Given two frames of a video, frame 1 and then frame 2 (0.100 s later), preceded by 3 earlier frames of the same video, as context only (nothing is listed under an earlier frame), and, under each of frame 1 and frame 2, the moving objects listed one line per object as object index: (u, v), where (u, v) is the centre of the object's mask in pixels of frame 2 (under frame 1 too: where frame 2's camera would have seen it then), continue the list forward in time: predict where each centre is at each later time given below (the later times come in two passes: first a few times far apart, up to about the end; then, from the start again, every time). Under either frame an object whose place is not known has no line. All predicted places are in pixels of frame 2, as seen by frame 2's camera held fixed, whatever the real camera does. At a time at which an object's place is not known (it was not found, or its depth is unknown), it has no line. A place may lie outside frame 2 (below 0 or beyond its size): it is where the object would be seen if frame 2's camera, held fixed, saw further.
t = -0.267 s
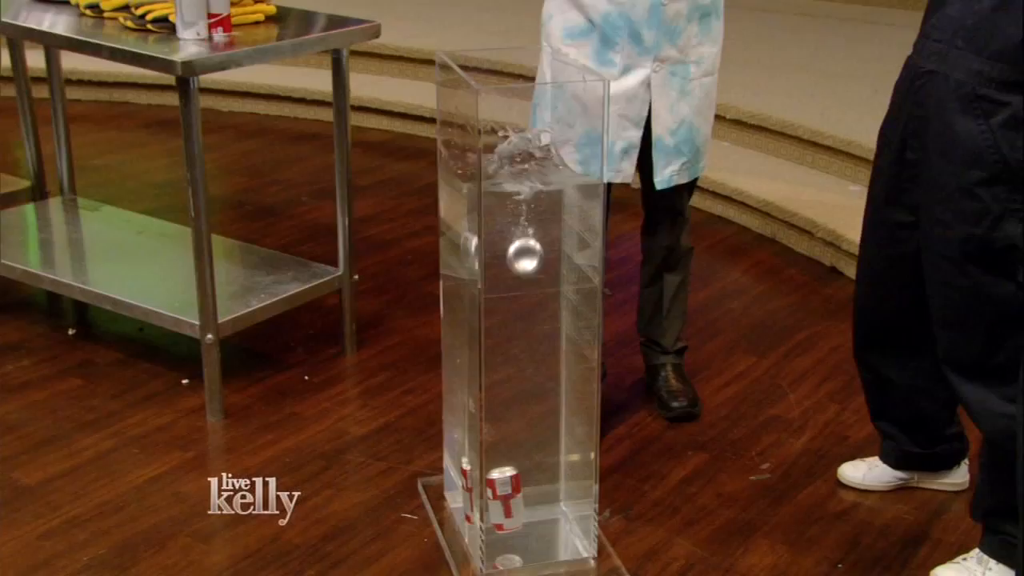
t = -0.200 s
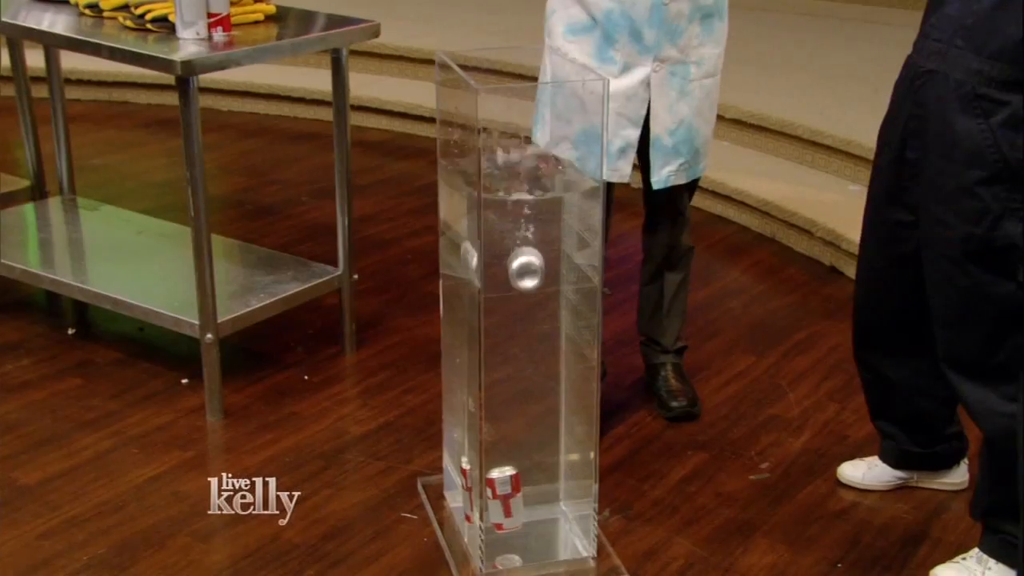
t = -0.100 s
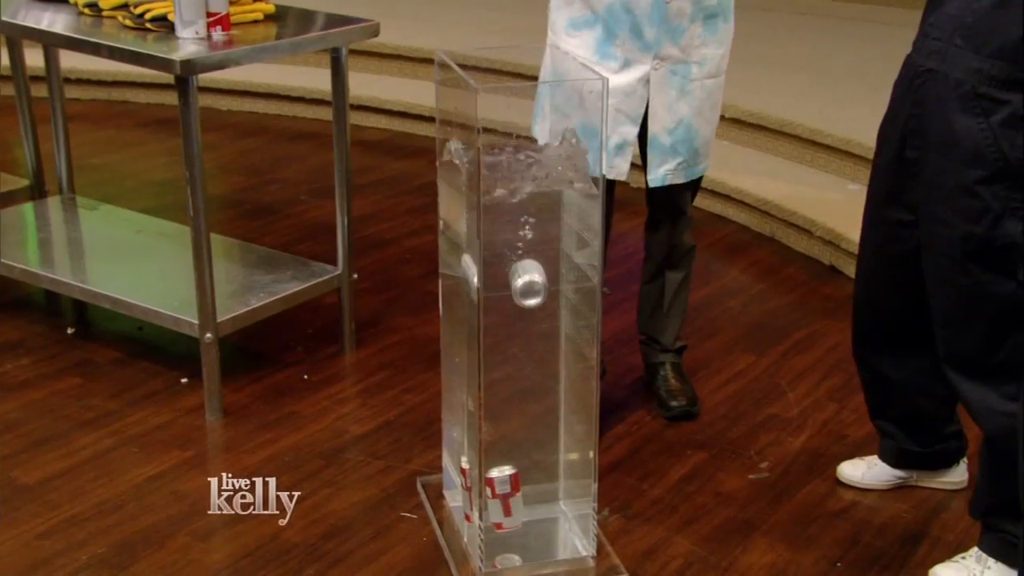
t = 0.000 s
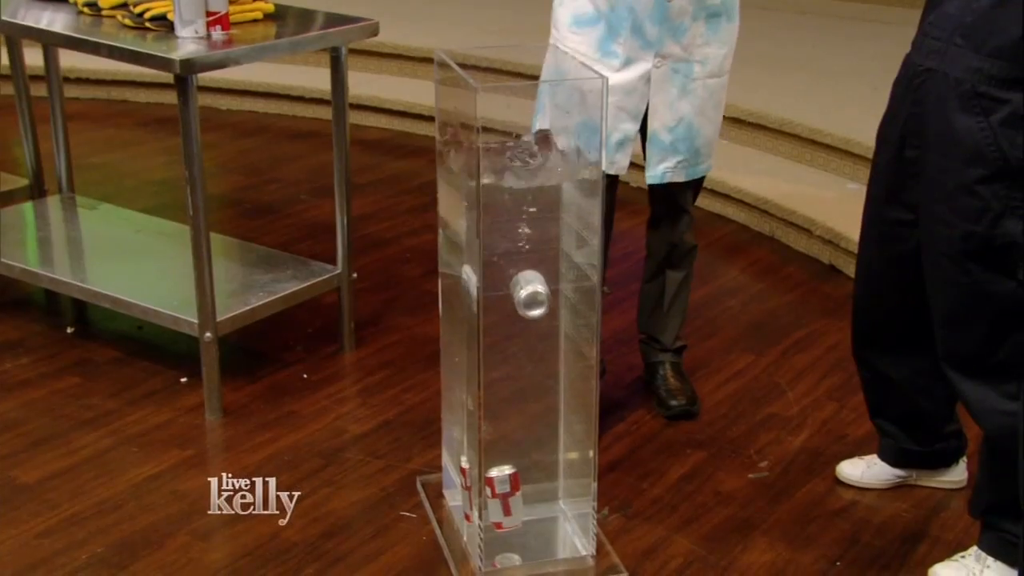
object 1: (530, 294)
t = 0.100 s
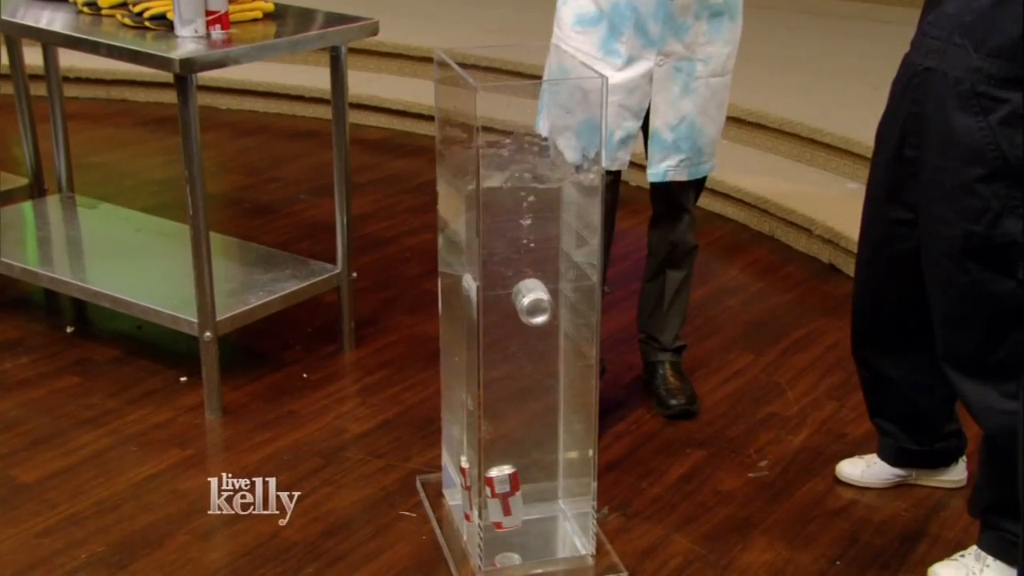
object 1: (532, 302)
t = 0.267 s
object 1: (536, 311)
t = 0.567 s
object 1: (542, 317)
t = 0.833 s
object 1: (546, 315)
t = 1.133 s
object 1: (550, 308)
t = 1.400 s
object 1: (553, 296)
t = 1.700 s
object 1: (555, 279)
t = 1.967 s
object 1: (555, 261)
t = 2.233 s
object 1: (555, 238)
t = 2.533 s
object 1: (554, 204)
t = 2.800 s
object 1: (554, 202)
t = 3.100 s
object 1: (556, 213)
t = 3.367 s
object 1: (558, 218)
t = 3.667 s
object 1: (557, 220)
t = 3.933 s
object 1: (550, 222)
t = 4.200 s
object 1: (553, 220)
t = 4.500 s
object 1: (556, 215)
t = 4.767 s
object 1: (556, 215)
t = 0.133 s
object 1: (533, 304)
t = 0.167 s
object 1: (534, 306)
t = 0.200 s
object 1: (535, 308)
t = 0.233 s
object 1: (535, 310)
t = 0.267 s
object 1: (536, 311)
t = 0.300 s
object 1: (537, 312)
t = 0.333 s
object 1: (538, 313)
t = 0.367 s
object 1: (538, 314)
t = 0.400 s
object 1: (539, 315)
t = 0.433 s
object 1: (540, 316)
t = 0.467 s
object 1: (540, 316)
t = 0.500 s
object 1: (541, 317)
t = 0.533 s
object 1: (541, 317)
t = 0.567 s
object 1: (542, 317)
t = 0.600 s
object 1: (542, 317)
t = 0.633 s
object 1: (543, 318)
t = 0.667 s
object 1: (543, 317)
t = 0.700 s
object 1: (544, 317)
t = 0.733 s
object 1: (544, 317)
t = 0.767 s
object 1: (545, 316)
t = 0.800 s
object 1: (545, 316)
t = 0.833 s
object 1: (546, 315)
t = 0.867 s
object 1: (546, 315)
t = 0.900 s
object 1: (547, 314)
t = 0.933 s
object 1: (547, 313)
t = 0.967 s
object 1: (547, 312)
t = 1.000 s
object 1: (548, 312)
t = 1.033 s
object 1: (549, 311)
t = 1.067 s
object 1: (549, 310)
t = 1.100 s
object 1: (550, 309)
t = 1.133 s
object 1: (550, 308)
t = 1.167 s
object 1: (550, 307)
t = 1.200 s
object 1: (551, 306)
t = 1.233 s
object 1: (551, 305)
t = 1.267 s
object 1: (552, 303)
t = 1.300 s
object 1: (552, 301)
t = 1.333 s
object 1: (552, 299)
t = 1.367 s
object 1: (553, 298)
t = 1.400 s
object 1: (553, 296)
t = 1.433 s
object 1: (553, 294)
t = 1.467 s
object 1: (554, 293)
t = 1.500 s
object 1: (554, 291)
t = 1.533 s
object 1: (554, 289)
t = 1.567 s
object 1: (554, 287)
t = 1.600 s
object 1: (554, 285)
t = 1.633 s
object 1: (554, 283)
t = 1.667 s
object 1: (555, 281)
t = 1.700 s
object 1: (555, 279)
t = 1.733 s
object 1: (555, 277)
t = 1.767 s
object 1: (555, 275)
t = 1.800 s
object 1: (555, 273)
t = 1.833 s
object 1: (555, 271)
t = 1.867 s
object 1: (555, 269)
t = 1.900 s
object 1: (555, 266)
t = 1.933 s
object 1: (555, 263)
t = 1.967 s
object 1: (555, 261)
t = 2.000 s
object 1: (555, 258)
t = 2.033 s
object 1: (555, 255)
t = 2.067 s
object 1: (555, 253)
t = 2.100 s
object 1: (555, 250)
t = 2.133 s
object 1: (555, 246)
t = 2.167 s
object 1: (555, 244)
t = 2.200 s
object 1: (555, 241)
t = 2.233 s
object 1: (555, 238)
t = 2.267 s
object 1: (555, 235)
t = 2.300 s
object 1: (555, 232)
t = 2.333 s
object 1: (555, 229)
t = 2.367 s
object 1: (555, 225)
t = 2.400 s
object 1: (555, 224)
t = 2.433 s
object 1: (555, 223)
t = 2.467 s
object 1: (553, 210)
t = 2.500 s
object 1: (553, 207)
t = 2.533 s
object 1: (554, 204)
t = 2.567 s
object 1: (555, 202)
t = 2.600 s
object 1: (555, 200)
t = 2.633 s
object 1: (555, 198)
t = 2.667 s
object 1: (554, 198)
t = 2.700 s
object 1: (554, 198)
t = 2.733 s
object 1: (553, 199)
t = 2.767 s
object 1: (553, 200)
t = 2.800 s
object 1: (554, 202)
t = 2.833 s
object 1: (554, 203)
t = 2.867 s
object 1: (554, 203)
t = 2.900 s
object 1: (554, 204)
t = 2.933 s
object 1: (554, 205)
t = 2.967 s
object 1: (555, 208)
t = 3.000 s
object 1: (556, 210)
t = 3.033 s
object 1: (557, 212)
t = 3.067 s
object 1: (557, 213)
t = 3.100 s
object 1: (556, 213)
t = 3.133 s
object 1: (556, 213)
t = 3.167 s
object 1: (557, 215)
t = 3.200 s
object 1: (556, 213)
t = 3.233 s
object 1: (557, 216)
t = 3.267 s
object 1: (558, 217)
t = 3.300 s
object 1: (558, 218)
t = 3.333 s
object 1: (558, 218)
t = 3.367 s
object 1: (558, 218)
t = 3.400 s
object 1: (558, 218)
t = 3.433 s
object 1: (558, 217)
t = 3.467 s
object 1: (555, 210)
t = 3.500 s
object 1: (558, 216)
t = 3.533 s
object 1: (556, 208)
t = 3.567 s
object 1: (556, 207)
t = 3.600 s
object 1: (556, 207)
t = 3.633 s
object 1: (557, 219)
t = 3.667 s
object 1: (557, 220)
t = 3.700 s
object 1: (556, 221)
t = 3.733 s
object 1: (555, 207)
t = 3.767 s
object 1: (553, 221)
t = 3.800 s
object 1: (554, 208)
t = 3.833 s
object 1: (550, 221)
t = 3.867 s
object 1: (551, 222)
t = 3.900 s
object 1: (550, 222)
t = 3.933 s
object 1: (550, 222)
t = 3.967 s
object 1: (551, 222)
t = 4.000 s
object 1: (556, 214)
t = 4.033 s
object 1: (552, 221)
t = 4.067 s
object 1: (552, 221)
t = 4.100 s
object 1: (553, 220)
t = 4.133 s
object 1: (553, 220)
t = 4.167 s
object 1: (553, 220)
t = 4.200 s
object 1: (553, 220)
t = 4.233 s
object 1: (552, 220)
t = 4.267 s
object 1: (552, 220)
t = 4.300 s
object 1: (553, 220)
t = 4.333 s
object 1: (553, 218)
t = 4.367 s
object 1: (554, 217)
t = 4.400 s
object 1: (555, 216)
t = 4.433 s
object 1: (556, 215)
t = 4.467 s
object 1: (556, 215)
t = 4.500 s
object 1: (556, 215)
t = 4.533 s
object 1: (555, 215)
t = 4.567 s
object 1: (554, 216)
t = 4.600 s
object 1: (555, 215)
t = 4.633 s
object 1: (555, 214)
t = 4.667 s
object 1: (556, 214)
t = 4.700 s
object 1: (556, 215)
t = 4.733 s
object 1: (556, 214)
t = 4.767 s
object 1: (556, 215)
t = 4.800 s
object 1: (558, 214)
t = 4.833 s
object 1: (556, 216)
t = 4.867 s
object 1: (556, 217)
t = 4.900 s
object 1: (555, 217)
